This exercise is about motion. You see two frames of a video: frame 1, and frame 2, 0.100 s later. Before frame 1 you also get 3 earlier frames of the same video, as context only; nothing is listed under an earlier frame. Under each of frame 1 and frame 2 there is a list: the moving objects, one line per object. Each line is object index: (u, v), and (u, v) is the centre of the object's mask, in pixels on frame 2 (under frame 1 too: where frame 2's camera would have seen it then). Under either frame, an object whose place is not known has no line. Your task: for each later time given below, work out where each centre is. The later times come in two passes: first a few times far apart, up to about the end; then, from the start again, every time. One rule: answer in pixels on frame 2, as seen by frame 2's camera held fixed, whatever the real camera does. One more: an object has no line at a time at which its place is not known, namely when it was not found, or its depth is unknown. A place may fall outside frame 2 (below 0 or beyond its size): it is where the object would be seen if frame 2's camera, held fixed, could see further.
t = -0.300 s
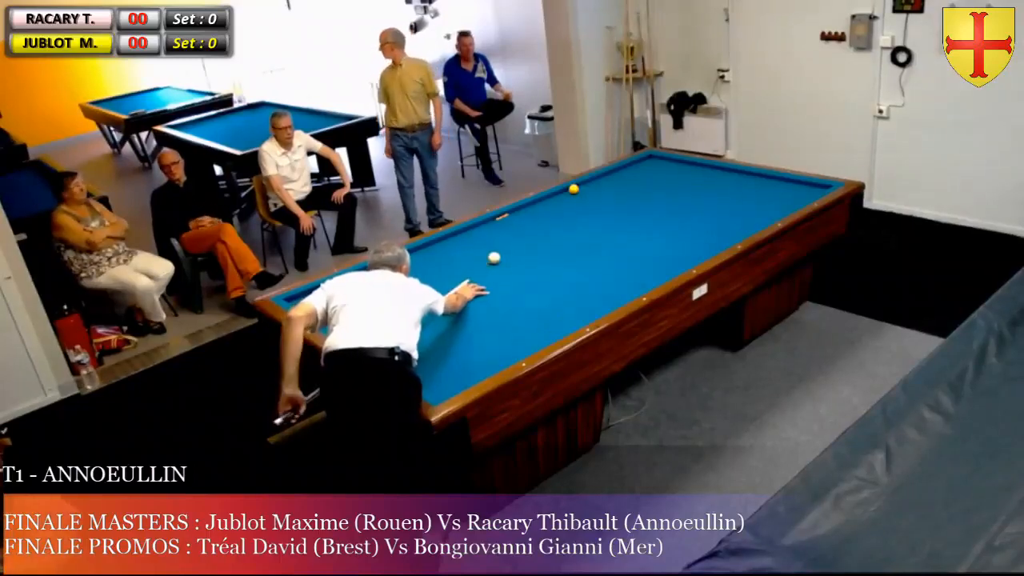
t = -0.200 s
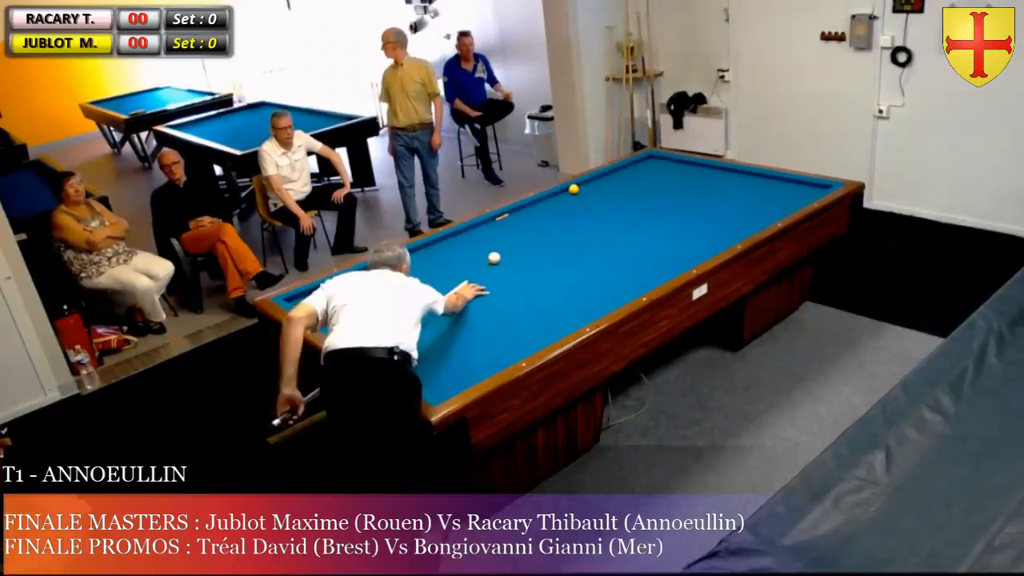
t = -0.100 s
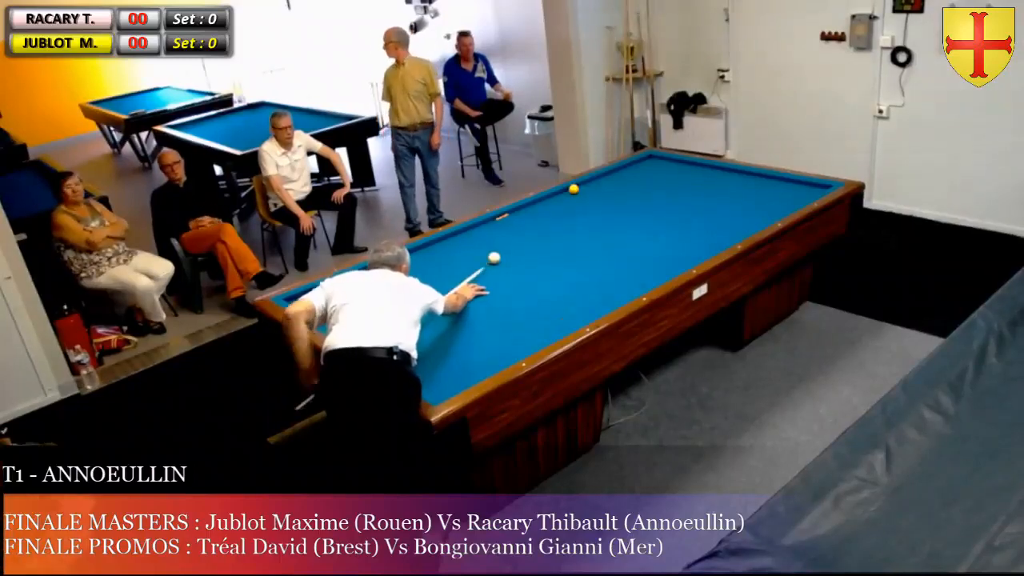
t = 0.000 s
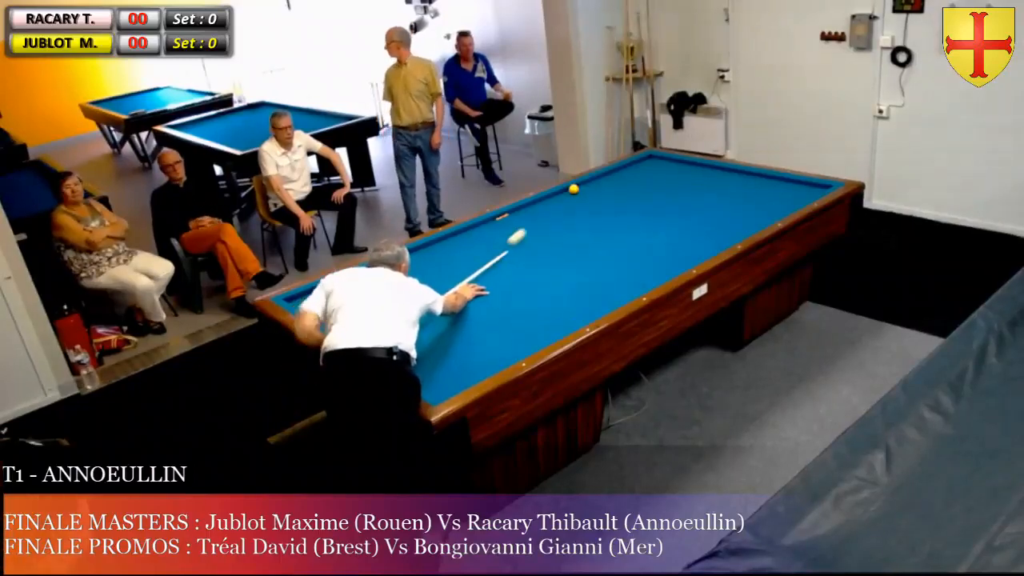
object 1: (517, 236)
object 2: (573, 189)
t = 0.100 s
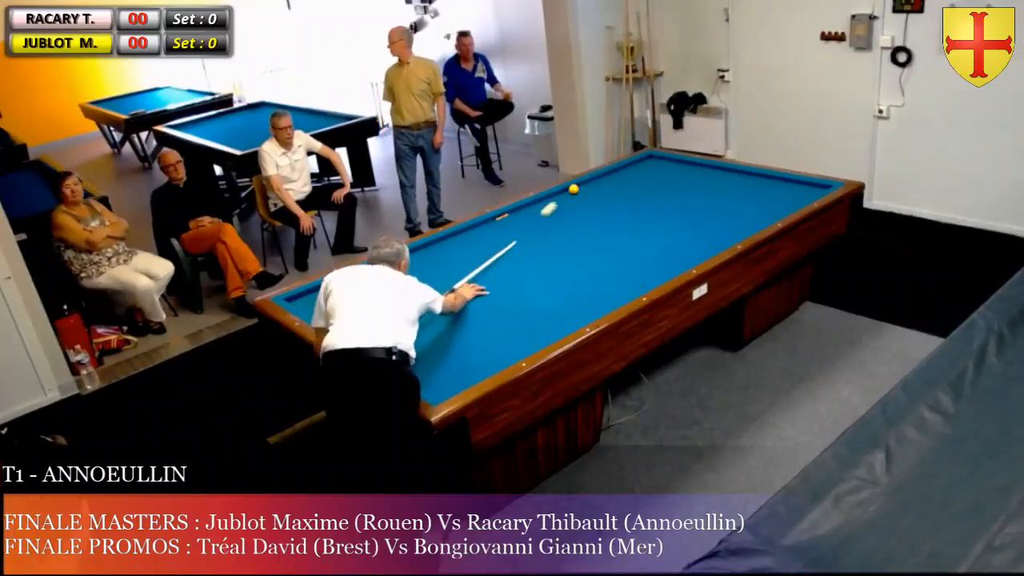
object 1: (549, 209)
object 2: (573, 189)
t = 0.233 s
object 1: (567, 191)
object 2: (594, 179)
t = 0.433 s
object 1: (562, 191)
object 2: (677, 160)
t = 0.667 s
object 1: (563, 191)
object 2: (657, 183)
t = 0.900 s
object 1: (564, 192)
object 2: (636, 207)
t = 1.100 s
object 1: (565, 192)
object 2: (617, 228)
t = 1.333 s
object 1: (567, 192)
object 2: (592, 256)
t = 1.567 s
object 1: (567, 193)
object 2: (563, 289)
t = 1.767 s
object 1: (568, 193)
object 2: (534, 322)
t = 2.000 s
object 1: (568, 193)
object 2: (491, 363)
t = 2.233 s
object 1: (568, 193)
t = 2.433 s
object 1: (568, 193)
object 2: (445, 353)
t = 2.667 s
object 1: (568, 194)
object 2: (457, 328)
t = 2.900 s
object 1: (568, 194)
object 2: (468, 306)
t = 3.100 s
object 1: (568, 194)
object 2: (476, 289)
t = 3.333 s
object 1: (568, 193)
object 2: (485, 271)
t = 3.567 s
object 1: (568, 193)
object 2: (492, 256)
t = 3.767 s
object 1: (568, 194)
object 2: (499, 243)
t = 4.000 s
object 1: (568, 194)
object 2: (505, 230)
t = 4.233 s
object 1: (568, 194)
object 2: (511, 218)
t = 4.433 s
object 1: (568, 194)
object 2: (518, 208)
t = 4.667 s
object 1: (568, 194)
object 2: (542, 204)
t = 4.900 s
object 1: (568, 193)
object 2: (564, 201)
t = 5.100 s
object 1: (568, 194)
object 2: (583, 197)
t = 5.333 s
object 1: (568, 194)
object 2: (605, 193)
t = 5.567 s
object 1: (568, 194)
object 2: (626, 189)
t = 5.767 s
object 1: (568, 194)
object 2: (643, 186)
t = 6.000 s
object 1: (568, 194)
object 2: (662, 183)
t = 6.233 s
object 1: (568, 194)
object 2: (681, 180)
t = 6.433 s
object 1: (568, 194)
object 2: (697, 177)
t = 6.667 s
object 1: (568, 194)
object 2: (715, 174)
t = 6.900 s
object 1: (568, 194)
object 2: (733, 171)
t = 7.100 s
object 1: (568, 194)
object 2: (736, 173)
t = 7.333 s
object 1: (568, 194)
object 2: (738, 178)
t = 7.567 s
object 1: (568, 194)
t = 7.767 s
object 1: (568, 194)
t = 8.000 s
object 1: (568, 194)
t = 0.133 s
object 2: (573, 189)
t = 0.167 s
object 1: (566, 194)
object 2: (574, 188)
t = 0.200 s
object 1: (568, 191)
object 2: (581, 183)
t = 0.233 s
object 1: (567, 191)
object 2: (594, 179)
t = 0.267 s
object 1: (566, 191)
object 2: (609, 176)
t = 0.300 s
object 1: (565, 191)
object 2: (624, 172)
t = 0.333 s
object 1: (564, 191)
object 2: (638, 169)
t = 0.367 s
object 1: (563, 191)
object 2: (651, 166)
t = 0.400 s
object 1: (563, 191)
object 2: (665, 163)
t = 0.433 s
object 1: (562, 191)
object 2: (677, 160)
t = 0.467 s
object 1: (561, 191)
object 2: (677, 162)
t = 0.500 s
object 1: (561, 191)
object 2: (674, 166)
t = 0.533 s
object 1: (562, 191)
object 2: (671, 170)
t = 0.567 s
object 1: (562, 191)
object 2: (667, 173)
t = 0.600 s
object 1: (562, 191)
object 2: (664, 176)
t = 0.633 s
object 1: (562, 191)
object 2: (660, 180)
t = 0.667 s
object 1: (563, 191)
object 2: (657, 183)
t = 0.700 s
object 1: (563, 191)
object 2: (654, 187)
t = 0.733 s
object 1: (563, 191)
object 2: (651, 190)
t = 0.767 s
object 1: (563, 191)
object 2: (648, 194)
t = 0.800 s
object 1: (564, 191)
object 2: (645, 197)
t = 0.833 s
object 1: (564, 191)
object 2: (642, 200)
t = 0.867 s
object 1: (564, 191)
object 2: (639, 204)
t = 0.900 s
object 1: (564, 192)
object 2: (636, 207)
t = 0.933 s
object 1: (564, 192)
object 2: (633, 211)
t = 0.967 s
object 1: (564, 192)
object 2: (630, 214)
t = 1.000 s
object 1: (565, 192)
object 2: (627, 217)
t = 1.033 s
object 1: (565, 192)
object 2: (624, 221)
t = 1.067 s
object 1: (565, 192)
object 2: (620, 224)
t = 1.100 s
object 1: (565, 192)
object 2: (617, 228)
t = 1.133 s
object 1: (566, 192)
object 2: (614, 232)
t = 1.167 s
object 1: (566, 192)
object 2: (610, 236)
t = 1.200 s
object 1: (566, 192)
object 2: (607, 240)
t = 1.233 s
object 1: (566, 192)
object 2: (604, 244)
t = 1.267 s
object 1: (566, 192)
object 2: (600, 248)
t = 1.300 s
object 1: (566, 192)
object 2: (596, 252)
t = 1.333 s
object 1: (567, 192)
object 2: (592, 256)
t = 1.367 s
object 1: (567, 192)
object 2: (588, 261)
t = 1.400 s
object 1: (567, 192)
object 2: (584, 265)
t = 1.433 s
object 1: (567, 193)
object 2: (580, 270)
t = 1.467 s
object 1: (567, 193)
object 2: (576, 275)
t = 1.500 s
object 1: (567, 193)
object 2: (572, 279)
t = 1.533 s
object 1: (567, 193)
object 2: (568, 284)
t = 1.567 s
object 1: (567, 193)
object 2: (563, 289)
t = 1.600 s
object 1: (567, 193)
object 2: (559, 294)
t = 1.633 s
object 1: (568, 193)
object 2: (554, 300)
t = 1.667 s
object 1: (568, 193)
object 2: (549, 305)
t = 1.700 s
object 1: (568, 193)
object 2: (544, 310)
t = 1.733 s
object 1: (568, 193)
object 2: (539, 316)
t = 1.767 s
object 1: (568, 193)
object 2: (534, 322)
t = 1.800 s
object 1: (568, 193)
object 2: (529, 328)
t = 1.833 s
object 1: (568, 193)
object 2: (524, 334)
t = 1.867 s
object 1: (568, 193)
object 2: (518, 340)
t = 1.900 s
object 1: (568, 193)
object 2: (512, 346)
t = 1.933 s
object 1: (568, 193)
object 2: (507, 352)
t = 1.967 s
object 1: (568, 193)
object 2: (501, 358)
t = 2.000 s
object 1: (568, 193)
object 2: (491, 363)
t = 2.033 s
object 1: (568, 193)
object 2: (481, 366)
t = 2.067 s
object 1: (568, 193)
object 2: (470, 370)
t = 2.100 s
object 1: (568, 193)
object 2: (460, 373)
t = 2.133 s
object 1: (568, 193)
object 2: (450, 376)
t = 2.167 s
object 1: (568, 193)
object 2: (443, 377)
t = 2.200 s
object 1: (568, 193)
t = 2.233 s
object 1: (568, 193)
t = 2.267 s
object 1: (568, 193)
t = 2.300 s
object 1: (568, 193)
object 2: (439, 368)
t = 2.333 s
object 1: (568, 193)
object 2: (440, 365)
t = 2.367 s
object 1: (568, 193)
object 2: (442, 361)
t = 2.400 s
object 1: (568, 193)
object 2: (443, 357)
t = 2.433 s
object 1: (568, 193)
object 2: (445, 353)
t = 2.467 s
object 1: (568, 194)
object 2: (447, 349)
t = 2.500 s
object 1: (568, 194)
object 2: (449, 346)
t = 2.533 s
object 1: (568, 194)
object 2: (451, 342)
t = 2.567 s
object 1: (568, 194)
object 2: (452, 338)
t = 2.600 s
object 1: (568, 194)
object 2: (454, 335)
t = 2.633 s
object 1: (568, 194)
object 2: (455, 332)
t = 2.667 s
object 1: (568, 194)
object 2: (457, 328)
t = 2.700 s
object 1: (568, 194)
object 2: (459, 325)
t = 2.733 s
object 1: (568, 194)
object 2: (460, 322)
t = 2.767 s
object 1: (568, 194)
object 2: (462, 319)
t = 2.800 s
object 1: (568, 194)
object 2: (463, 316)
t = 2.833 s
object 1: (568, 194)
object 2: (465, 312)
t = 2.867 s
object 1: (568, 194)
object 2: (466, 309)
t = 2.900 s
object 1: (568, 194)
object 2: (468, 306)
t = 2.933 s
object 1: (568, 194)
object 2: (469, 303)
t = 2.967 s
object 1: (568, 194)
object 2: (470, 300)
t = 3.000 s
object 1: (568, 194)
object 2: (472, 298)
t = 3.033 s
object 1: (568, 194)
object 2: (473, 295)
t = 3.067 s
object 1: (568, 194)
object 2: (475, 292)
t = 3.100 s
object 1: (568, 194)
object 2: (476, 289)
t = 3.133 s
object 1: (568, 194)
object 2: (477, 287)
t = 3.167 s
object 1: (568, 194)
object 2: (479, 284)
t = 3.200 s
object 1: (568, 194)
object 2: (480, 281)
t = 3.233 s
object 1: (568, 194)
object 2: (481, 279)
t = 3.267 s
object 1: (568, 194)
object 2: (482, 276)
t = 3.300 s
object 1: (568, 194)
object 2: (483, 274)
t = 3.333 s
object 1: (568, 193)
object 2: (485, 271)
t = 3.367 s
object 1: (568, 193)
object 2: (486, 269)
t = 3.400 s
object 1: (568, 193)
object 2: (487, 267)
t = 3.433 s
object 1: (568, 193)
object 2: (488, 264)
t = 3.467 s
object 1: (568, 193)
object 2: (489, 262)
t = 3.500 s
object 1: (568, 193)
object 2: (490, 260)
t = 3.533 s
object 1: (568, 193)
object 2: (491, 258)
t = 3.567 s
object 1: (568, 193)
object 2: (492, 256)
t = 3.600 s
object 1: (568, 193)
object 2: (493, 254)
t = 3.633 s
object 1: (568, 194)
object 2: (495, 251)
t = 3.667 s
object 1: (568, 194)
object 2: (496, 249)
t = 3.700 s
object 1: (568, 194)
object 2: (497, 247)
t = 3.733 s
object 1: (568, 194)
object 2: (498, 245)
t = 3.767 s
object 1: (568, 194)
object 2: (499, 243)
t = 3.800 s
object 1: (568, 194)
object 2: (500, 241)
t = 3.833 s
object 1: (568, 194)
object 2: (501, 239)
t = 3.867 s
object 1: (568, 194)
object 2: (502, 237)
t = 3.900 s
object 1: (568, 194)
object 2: (503, 235)
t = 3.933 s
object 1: (568, 194)
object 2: (504, 233)
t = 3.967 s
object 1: (568, 194)
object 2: (504, 232)
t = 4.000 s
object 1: (568, 194)
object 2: (505, 230)
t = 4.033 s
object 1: (568, 194)
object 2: (506, 228)
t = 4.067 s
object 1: (568, 194)
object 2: (507, 226)
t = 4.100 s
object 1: (568, 194)
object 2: (508, 224)
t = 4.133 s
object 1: (568, 194)
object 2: (509, 223)
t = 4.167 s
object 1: (568, 194)
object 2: (510, 221)
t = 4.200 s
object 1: (568, 194)
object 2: (510, 219)
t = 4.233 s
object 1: (568, 194)
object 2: (511, 218)
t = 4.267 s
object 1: (568, 194)
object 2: (512, 216)
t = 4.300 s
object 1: (568, 194)
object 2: (513, 214)
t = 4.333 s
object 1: (568, 194)
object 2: (514, 212)
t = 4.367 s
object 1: (568, 194)
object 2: (515, 211)
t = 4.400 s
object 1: (568, 194)
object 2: (515, 209)
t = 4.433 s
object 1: (568, 194)
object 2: (518, 208)
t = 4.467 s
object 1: (568, 194)
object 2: (521, 208)
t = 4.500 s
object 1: (568, 194)
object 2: (525, 207)
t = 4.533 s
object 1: (568, 194)
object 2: (528, 207)
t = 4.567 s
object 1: (568, 194)
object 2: (532, 206)
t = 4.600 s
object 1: (568, 194)
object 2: (535, 206)
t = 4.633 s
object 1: (568, 194)
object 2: (538, 205)
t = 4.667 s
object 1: (568, 194)
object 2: (542, 204)
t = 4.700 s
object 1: (568, 194)
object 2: (544, 204)
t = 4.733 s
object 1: (568, 194)
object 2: (548, 203)
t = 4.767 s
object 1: (568, 194)
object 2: (551, 203)
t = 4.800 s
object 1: (568, 194)
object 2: (555, 202)
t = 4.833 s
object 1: (568, 194)
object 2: (558, 201)
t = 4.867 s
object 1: (568, 193)
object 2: (561, 201)
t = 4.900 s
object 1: (568, 193)
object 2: (564, 201)
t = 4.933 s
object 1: (568, 192)
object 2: (568, 199)
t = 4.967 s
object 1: (568, 192)
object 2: (571, 200)
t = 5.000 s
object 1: (568, 193)
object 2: (574, 199)
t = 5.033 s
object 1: (568, 193)
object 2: (577, 198)
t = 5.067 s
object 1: (568, 194)
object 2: (580, 197)
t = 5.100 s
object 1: (568, 194)
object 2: (583, 197)
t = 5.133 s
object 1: (568, 194)
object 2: (586, 196)
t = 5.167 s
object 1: (568, 194)
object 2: (589, 196)
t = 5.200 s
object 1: (568, 194)
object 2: (592, 195)
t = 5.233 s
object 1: (568, 194)
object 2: (596, 195)
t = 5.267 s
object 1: (568, 194)
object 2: (599, 194)
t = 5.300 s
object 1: (568, 194)
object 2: (602, 194)
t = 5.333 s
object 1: (568, 194)
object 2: (605, 193)
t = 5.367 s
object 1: (568, 194)
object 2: (608, 193)
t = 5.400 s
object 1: (568, 194)
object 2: (611, 192)
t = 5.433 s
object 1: (568, 194)
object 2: (614, 192)
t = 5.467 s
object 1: (568, 194)
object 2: (617, 191)
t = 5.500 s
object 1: (568, 194)
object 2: (620, 191)
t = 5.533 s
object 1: (568, 194)
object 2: (623, 190)
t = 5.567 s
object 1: (568, 194)
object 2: (626, 189)
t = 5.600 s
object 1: (568, 194)
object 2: (628, 189)
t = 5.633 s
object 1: (568, 194)
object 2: (631, 188)
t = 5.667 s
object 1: (568, 194)
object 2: (634, 188)
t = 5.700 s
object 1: (568, 194)
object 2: (637, 187)
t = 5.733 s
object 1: (568, 194)
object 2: (640, 187)
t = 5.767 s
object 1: (568, 194)
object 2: (643, 186)
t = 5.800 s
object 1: (568, 194)
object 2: (646, 186)
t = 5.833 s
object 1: (568, 194)
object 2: (648, 185)
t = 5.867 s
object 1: (568, 194)
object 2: (651, 185)
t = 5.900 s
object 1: (568, 194)
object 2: (654, 184)
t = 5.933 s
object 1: (568, 194)
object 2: (657, 184)
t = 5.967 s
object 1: (568, 194)
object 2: (660, 183)
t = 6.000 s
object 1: (568, 194)
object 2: (662, 183)
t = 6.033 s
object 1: (568, 194)
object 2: (665, 182)
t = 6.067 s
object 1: (568, 194)
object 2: (668, 182)
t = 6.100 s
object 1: (568, 194)
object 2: (671, 181)
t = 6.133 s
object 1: (568, 194)
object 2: (673, 181)
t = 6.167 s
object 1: (568, 194)
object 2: (676, 180)
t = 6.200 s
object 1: (568, 194)
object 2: (679, 180)
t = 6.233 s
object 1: (568, 194)
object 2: (681, 180)
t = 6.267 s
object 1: (568, 194)
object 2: (684, 179)
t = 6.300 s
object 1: (568, 194)
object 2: (687, 179)
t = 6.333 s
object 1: (568, 194)
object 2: (689, 178)
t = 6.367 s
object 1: (568, 194)
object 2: (692, 178)
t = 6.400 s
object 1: (568, 194)
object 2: (695, 177)
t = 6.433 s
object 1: (568, 194)
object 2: (697, 177)
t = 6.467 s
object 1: (568, 194)
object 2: (700, 176)
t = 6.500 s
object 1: (568, 194)
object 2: (702, 176)
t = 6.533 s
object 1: (568, 194)
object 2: (705, 176)
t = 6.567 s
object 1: (568, 194)
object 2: (708, 175)
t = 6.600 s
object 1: (568, 194)
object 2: (710, 175)
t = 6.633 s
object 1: (568, 194)
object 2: (713, 174)
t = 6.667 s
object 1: (568, 194)
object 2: (715, 174)
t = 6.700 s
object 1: (568, 194)
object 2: (718, 173)
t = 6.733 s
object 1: (568, 194)
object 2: (720, 173)
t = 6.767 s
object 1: (568, 194)
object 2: (723, 172)
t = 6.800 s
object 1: (568, 194)
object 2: (725, 172)
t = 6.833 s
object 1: (568, 194)
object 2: (728, 171)
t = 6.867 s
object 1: (568, 194)
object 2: (730, 171)
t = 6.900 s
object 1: (568, 194)
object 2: (733, 171)
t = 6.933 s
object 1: (568, 194)
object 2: (734, 171)
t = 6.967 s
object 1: (568, 194)
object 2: (734, 171)
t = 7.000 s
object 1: (568, 194)
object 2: (735, 172)
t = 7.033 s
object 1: (568, 194)
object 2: (735, 172)
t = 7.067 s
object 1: (568, 194)
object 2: (736, 173)
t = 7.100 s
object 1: (568, 194)
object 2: (736, 173)
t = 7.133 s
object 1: (568, 194)
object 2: (736, 174)
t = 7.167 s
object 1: (568, 194)
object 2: (737, 175)
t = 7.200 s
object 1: (568, 194)
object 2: (737, 175)
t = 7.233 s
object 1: (568, 194)
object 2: (737, 176)
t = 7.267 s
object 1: (568, 194)
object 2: (738, 176)
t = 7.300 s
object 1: (568, 194)
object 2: (738, 177)
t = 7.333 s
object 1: (568, 194)
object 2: (738, 178)
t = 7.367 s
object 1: (568, 194)
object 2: (739, 178)
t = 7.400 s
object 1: (568, 194)
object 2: (739, 179)
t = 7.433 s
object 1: (568, 194)
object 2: (740, 179)
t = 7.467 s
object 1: (568, 194)
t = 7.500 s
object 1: (568, 194)
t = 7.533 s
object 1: (568, 194)
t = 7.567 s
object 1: (568, 194)
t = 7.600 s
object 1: (568, 194)
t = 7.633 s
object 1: (568, 194)
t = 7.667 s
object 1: (568, 194)
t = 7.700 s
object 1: (568, 194)
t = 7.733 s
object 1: (568, 194)
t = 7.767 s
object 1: (568, 194)
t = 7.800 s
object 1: (568, 194)
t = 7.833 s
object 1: (568, 194)
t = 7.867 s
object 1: (568, 194)
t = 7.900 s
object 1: (568, 194)
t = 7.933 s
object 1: (568, 194)
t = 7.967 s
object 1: (568, 194)
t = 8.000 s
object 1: (568, 194)
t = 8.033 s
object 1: (568, 194)
